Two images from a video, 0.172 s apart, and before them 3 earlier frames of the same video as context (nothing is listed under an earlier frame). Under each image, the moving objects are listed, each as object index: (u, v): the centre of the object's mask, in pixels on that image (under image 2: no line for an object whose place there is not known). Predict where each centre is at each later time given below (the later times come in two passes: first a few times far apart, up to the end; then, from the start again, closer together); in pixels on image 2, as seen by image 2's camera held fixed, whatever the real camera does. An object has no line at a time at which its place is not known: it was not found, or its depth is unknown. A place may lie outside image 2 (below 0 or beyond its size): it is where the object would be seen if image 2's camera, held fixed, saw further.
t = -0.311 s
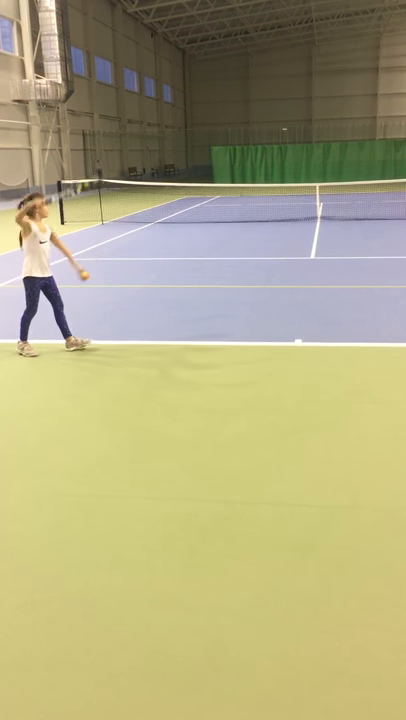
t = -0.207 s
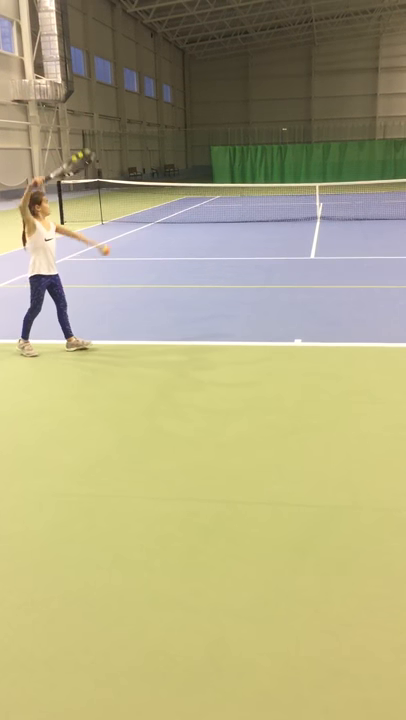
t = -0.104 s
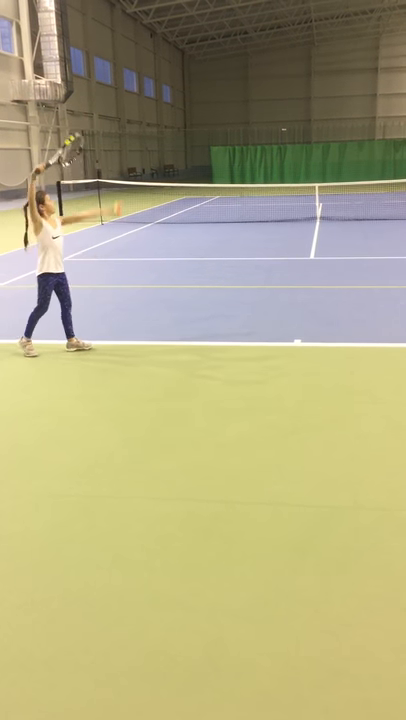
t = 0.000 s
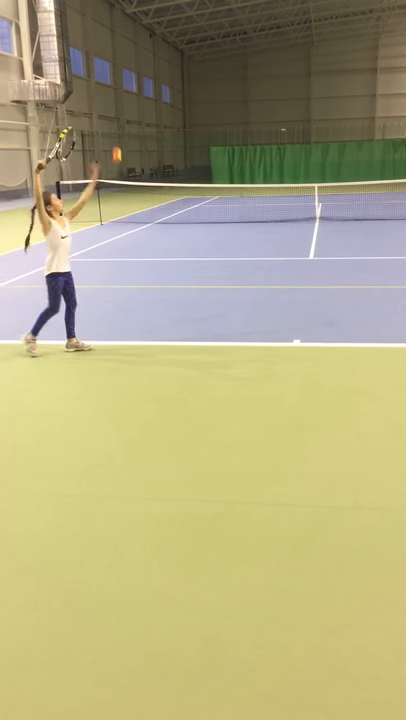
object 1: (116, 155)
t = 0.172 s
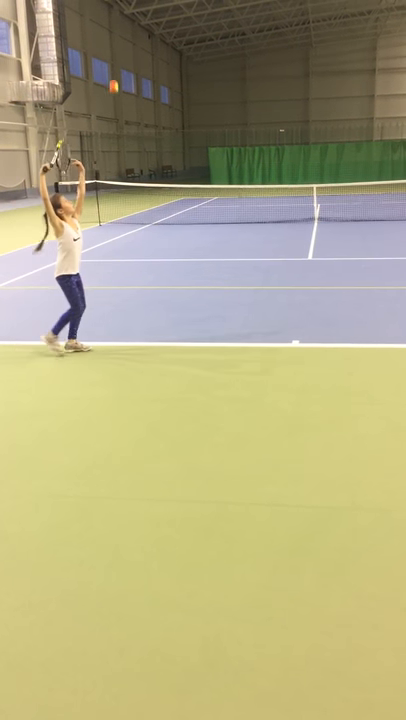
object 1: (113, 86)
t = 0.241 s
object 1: (113, 68)
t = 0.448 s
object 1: (115, 49)
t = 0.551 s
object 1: (119, 64)
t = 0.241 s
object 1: (113, 68)
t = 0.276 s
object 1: (114, 62)
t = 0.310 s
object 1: (114, 56)
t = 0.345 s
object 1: (114, 52)
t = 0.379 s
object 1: (115, 49)
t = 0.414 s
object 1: (115, 48)
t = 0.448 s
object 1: (115, 49)
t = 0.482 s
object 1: (116, 50)
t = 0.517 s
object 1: (118, 58)
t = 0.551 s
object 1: (119, 64)
